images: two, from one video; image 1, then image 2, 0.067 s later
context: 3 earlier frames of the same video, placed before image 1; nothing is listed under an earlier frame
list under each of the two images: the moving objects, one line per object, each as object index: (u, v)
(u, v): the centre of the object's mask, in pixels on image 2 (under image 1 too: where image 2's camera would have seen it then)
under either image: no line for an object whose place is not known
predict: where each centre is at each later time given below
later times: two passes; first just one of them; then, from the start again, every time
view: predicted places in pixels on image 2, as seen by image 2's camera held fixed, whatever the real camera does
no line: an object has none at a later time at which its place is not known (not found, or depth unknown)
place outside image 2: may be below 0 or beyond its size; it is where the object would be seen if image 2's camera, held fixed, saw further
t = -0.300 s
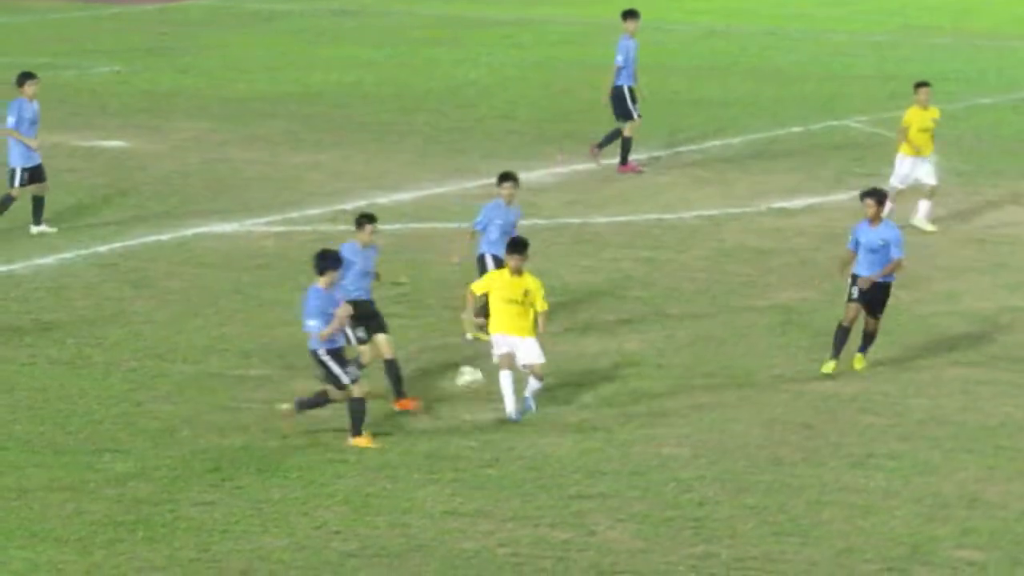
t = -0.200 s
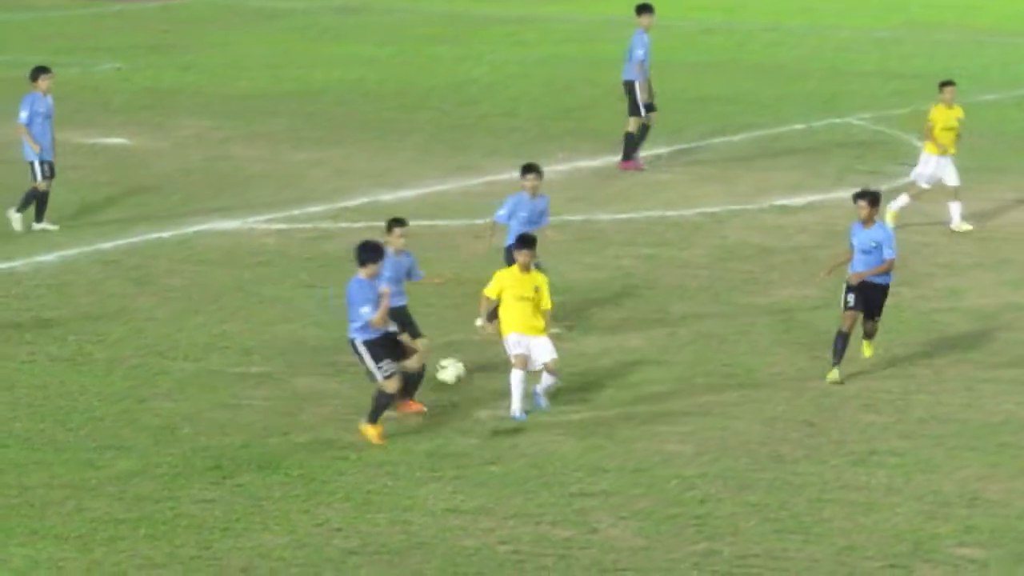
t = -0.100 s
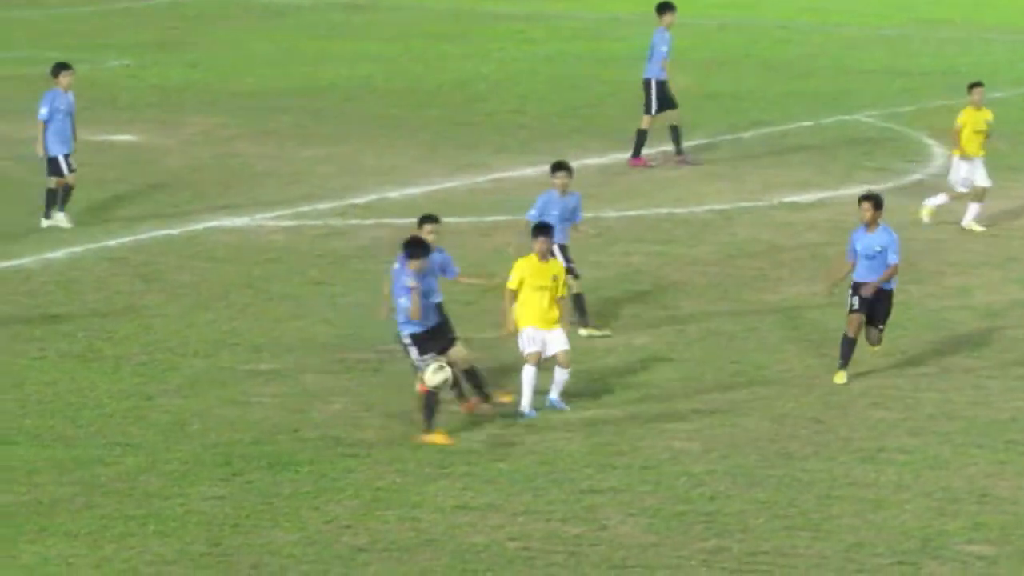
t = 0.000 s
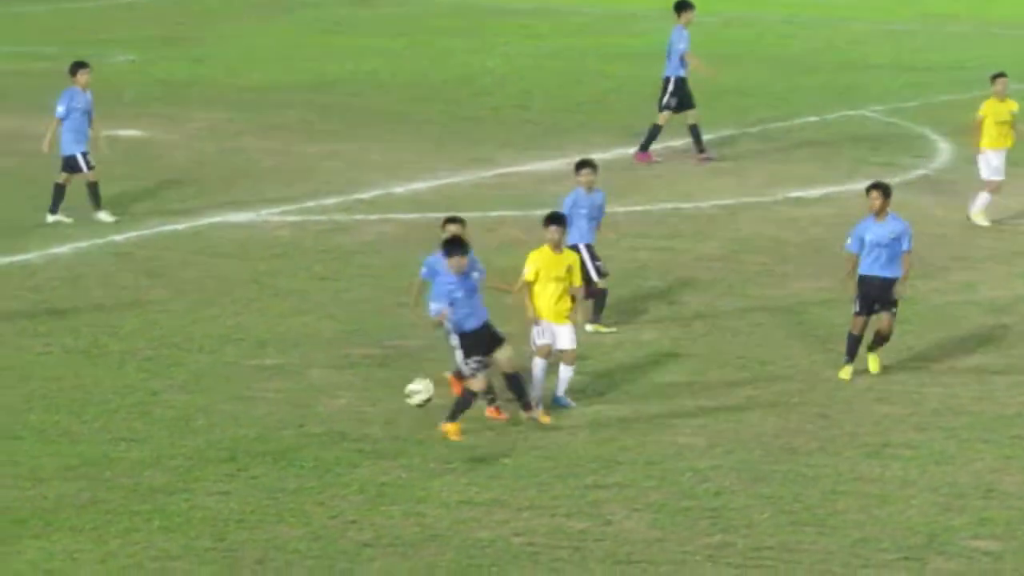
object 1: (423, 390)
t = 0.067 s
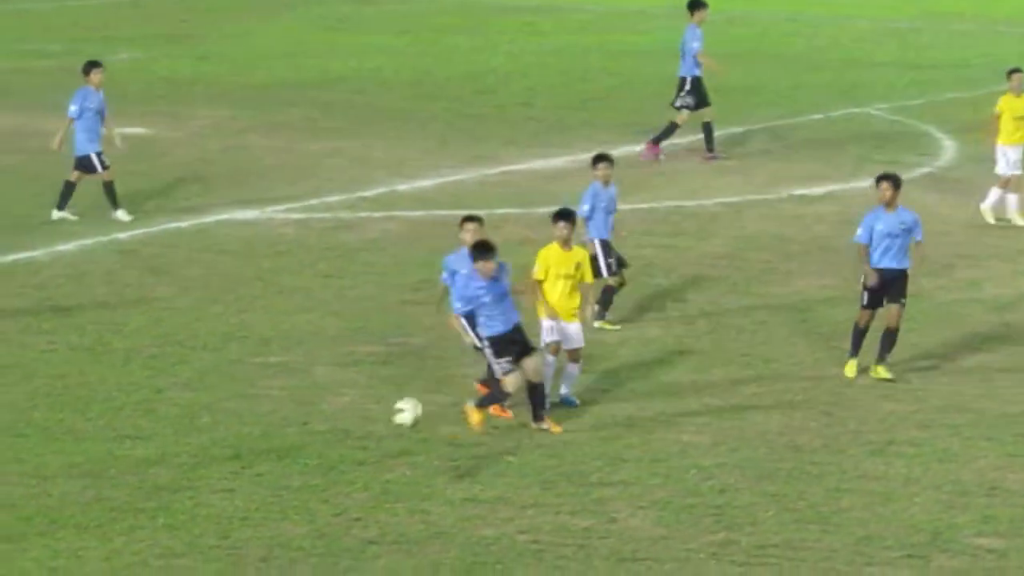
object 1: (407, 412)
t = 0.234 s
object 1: (363, 496)
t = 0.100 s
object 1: (398, 424)
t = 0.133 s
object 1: (390, 440)
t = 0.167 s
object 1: (381, 457)
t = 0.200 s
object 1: (372, 476)
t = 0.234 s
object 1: (363, 496)
